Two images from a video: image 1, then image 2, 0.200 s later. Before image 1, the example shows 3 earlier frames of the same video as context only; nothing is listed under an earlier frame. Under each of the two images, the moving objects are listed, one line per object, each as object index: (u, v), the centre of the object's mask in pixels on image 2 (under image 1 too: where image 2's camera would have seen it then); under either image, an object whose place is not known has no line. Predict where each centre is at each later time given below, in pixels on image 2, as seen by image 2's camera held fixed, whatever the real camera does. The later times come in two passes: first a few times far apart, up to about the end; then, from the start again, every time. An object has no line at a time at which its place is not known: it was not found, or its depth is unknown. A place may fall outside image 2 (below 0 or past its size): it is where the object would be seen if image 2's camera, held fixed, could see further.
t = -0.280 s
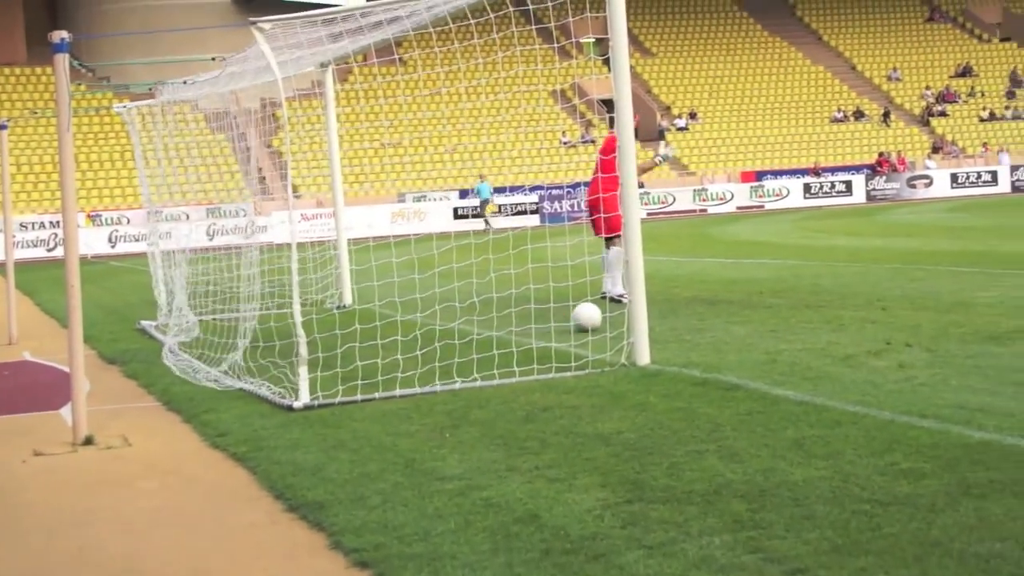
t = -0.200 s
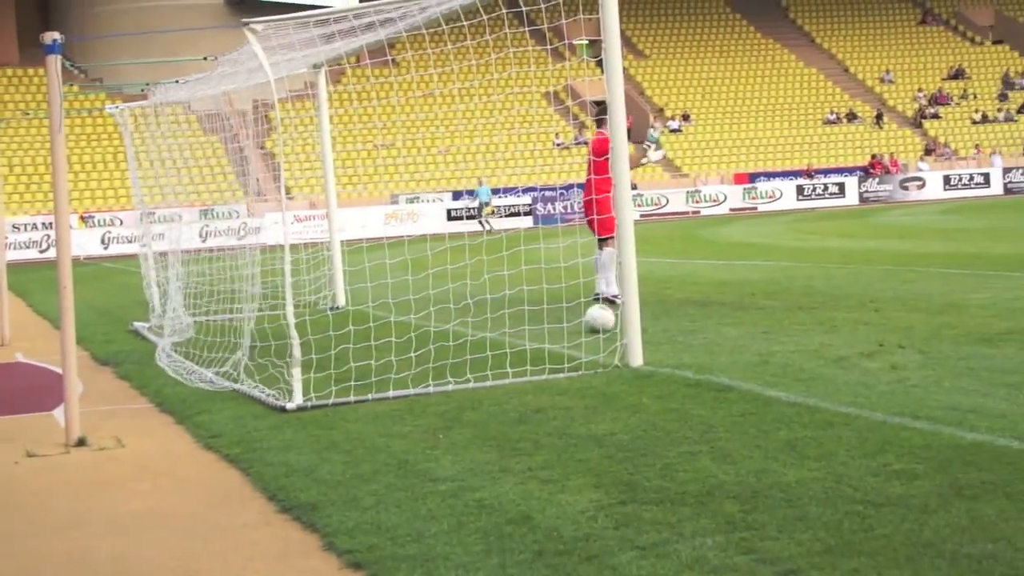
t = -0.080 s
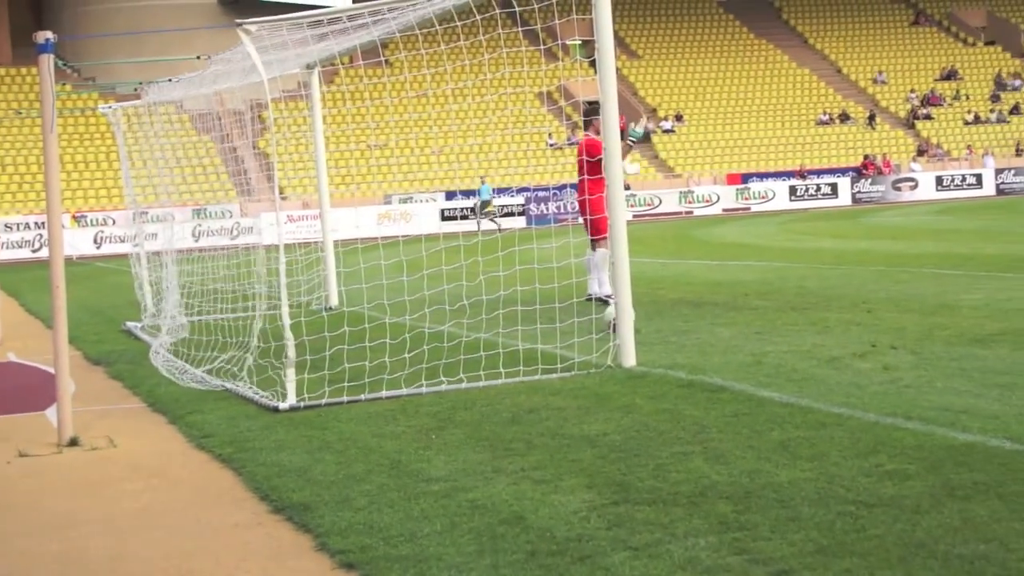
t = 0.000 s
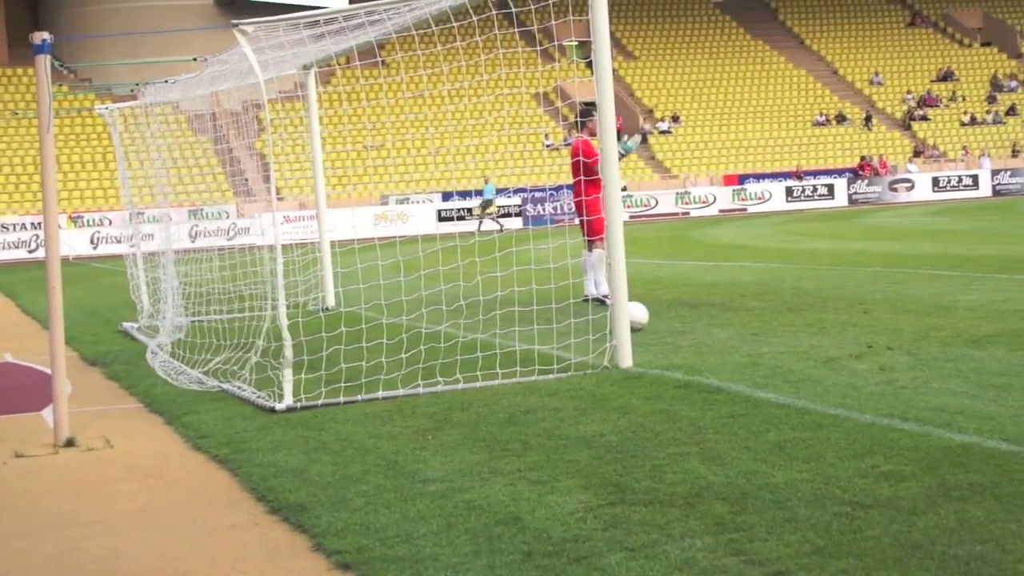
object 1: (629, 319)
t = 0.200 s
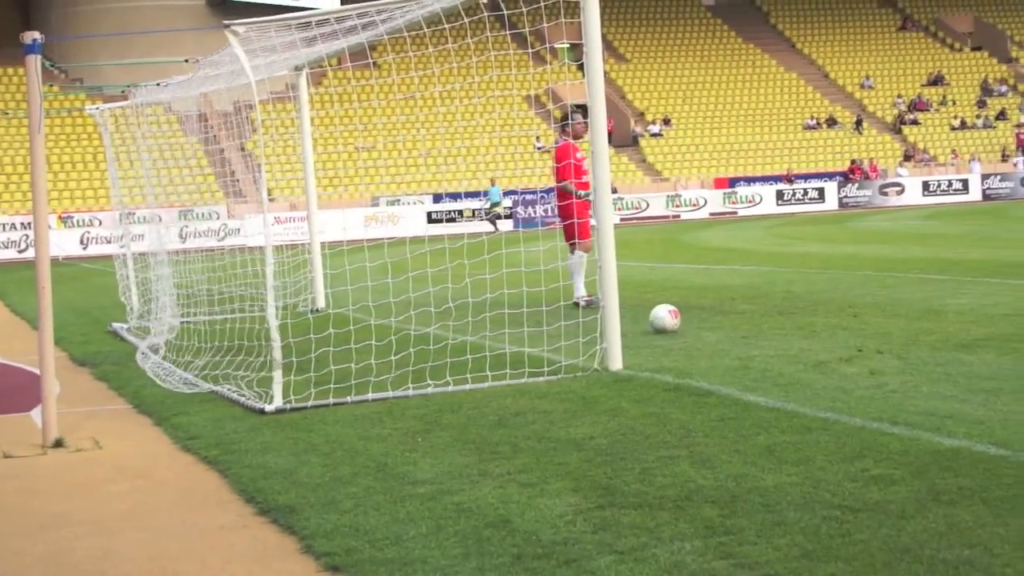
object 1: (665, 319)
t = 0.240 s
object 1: (672, 317)
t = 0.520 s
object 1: (719, 318)
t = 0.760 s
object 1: (755, 318)
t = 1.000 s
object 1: (786, 318)
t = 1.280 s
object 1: (814, 318)
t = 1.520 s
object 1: (832, 319)
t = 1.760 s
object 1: (844, 318)
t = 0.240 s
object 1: (672, 317)
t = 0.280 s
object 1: (679, 317)
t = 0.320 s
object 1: (686, 318)
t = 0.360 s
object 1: (693, 318)
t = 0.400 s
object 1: (699, 317)
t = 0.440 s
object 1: (706, 318)
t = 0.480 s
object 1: (712, 318)
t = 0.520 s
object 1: (719, 318)
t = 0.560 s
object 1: (725, 318)
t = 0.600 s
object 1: (731, 318)
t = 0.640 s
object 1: (737, 318)
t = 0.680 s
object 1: (743, 318)
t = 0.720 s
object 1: (749, 318)
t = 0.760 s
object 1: (755, 318)
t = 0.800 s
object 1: (760, 318)
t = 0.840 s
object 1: (766, 318)
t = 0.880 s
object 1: (770, 319)
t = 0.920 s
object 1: (776, 318)
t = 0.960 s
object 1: (781, 318)
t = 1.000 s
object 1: (786, 318)
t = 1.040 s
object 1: (790, 318)
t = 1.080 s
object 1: (795, 318)
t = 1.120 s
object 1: (799, 318)
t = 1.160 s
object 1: (803, 318)
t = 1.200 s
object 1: (807, 318)
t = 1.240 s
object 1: (811, 318)
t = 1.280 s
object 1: (814, 318)
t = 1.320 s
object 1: (817, 318)
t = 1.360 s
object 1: (820, 318)
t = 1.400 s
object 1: (824, 317)
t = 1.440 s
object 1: (827, 318)
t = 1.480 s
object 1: (830, 318)
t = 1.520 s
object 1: (832, 319)
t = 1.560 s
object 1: (835, 318)
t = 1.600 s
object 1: (837, 318)
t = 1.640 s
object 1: (839, 318)
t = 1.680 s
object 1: (841, 319)
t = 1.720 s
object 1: (842, 318)
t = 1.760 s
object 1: (844, 318)
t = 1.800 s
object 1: (845, 318)
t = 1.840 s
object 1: (846, 318)
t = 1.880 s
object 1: (847, 318)
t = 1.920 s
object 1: (848, 318)
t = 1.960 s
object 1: (849, 318)
